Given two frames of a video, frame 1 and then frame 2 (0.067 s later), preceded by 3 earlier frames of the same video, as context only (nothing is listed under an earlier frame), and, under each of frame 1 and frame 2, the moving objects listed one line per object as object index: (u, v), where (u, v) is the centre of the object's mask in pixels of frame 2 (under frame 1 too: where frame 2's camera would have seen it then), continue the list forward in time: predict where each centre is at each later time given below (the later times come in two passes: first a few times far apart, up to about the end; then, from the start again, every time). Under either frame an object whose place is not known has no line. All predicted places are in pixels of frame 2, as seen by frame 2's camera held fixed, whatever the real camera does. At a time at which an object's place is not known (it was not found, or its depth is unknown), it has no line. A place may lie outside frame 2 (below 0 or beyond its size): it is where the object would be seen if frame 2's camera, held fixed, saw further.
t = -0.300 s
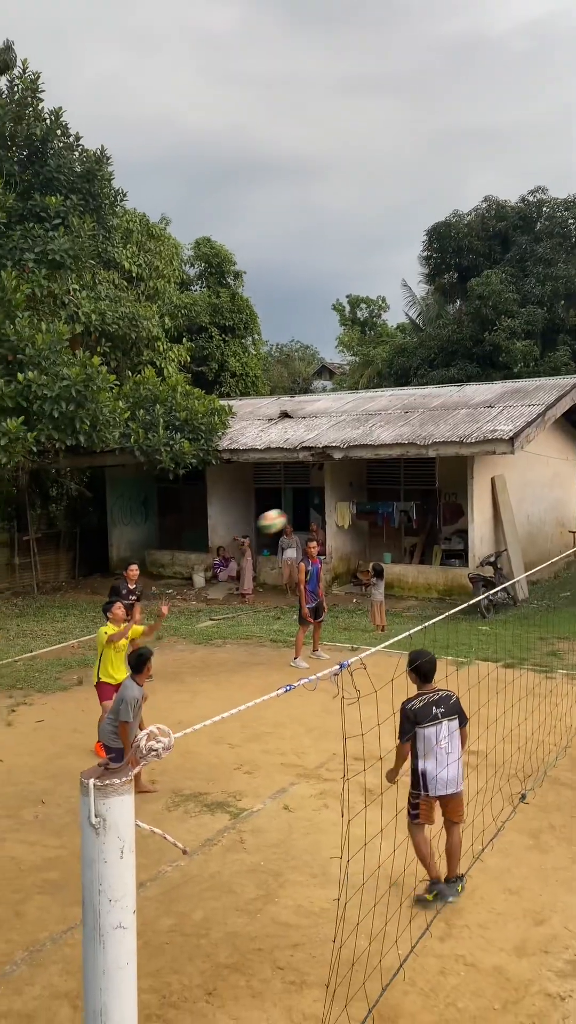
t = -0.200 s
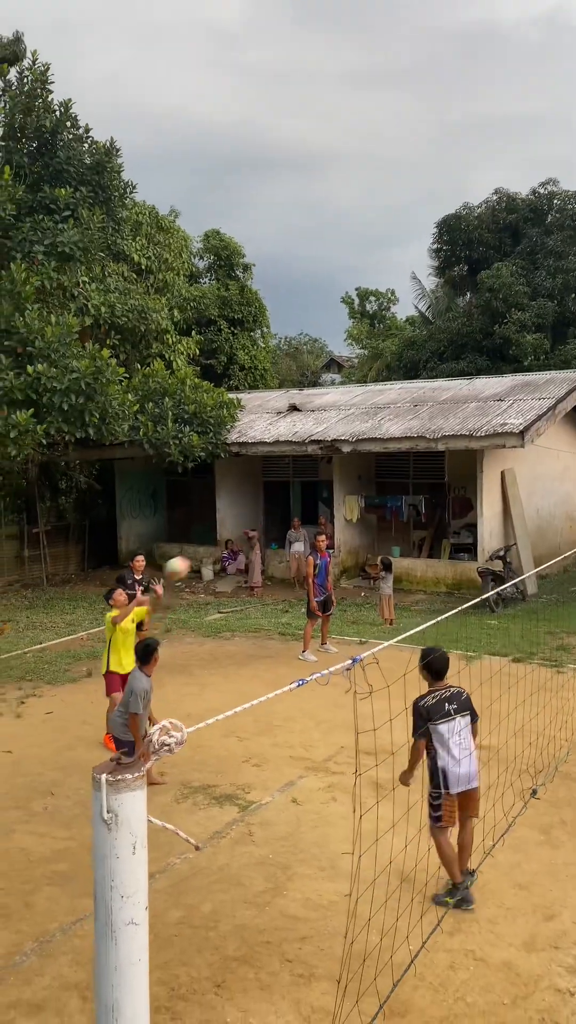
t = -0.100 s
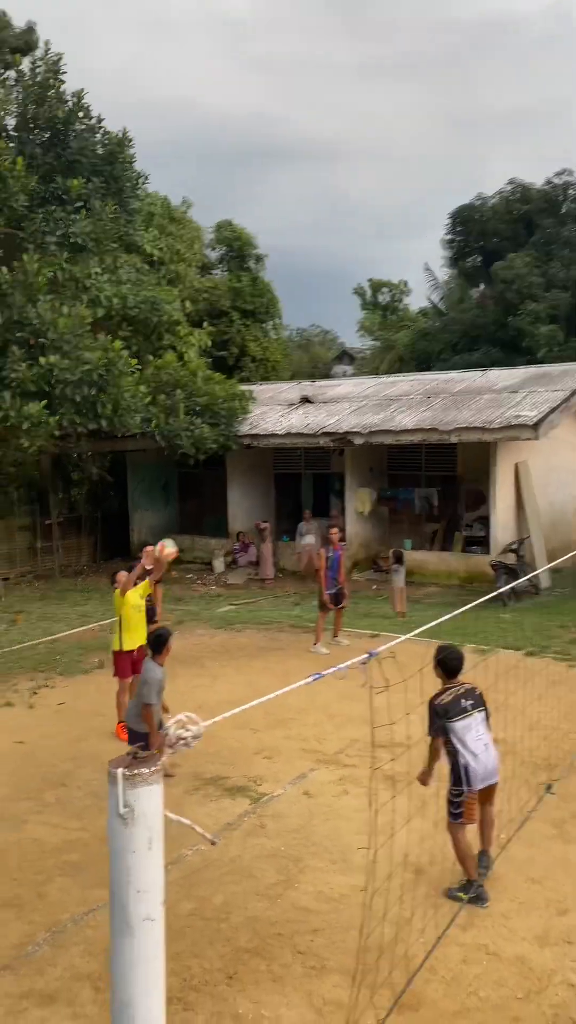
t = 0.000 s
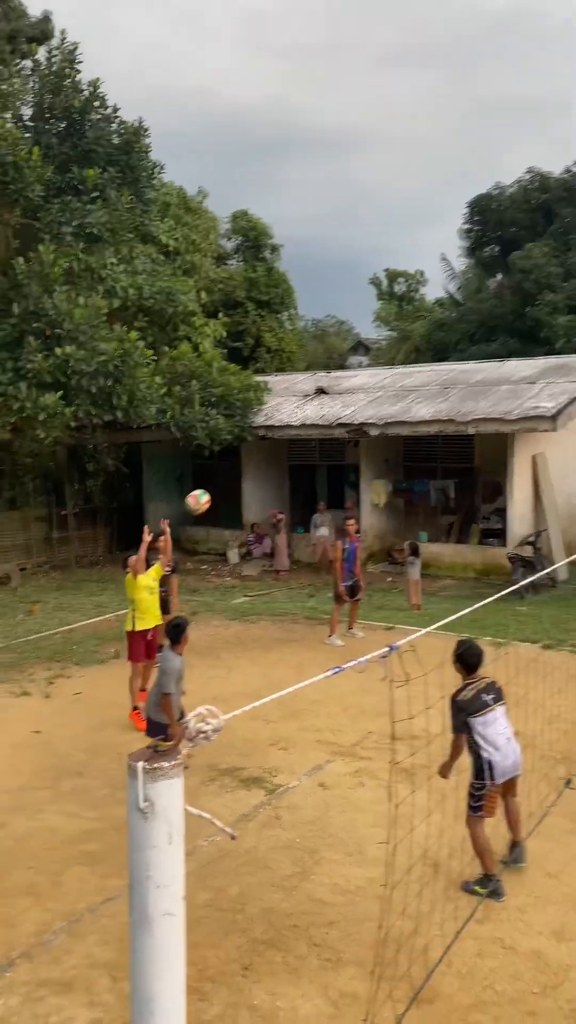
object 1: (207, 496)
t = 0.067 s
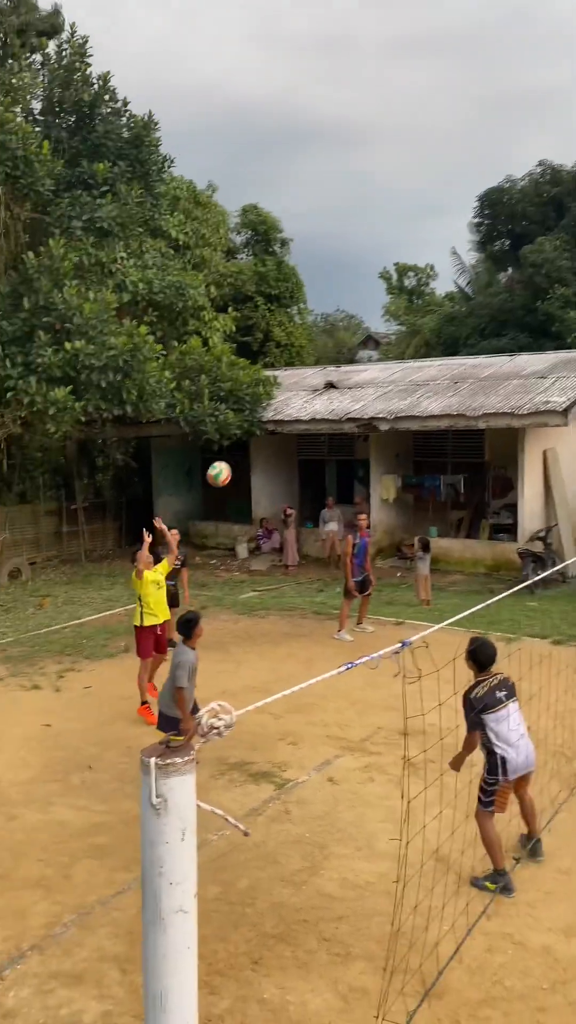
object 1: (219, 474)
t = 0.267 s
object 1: (262, 430)
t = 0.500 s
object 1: (323, 435)
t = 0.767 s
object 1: (407, 544)
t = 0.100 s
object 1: (226, 464)
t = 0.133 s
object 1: (232, 455)
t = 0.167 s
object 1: (240, 447)
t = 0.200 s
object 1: (247, 441)
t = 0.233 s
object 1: (254, 435)
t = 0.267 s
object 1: (262, 430)
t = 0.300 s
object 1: (270, 427)
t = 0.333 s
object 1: (279, 425)
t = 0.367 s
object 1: (287, 424)
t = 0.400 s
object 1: (296, 425)
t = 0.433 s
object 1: (305, 427)
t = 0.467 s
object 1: (313, 430)
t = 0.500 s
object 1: (323, 435)
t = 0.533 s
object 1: (332, 443)
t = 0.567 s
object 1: (342, 451)
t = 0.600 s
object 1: (352, 462)
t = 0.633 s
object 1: (362, 474)
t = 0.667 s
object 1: (372, 488)
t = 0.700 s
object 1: (384, 506)
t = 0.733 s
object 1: (395, 524)
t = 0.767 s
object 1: (407, 544)
